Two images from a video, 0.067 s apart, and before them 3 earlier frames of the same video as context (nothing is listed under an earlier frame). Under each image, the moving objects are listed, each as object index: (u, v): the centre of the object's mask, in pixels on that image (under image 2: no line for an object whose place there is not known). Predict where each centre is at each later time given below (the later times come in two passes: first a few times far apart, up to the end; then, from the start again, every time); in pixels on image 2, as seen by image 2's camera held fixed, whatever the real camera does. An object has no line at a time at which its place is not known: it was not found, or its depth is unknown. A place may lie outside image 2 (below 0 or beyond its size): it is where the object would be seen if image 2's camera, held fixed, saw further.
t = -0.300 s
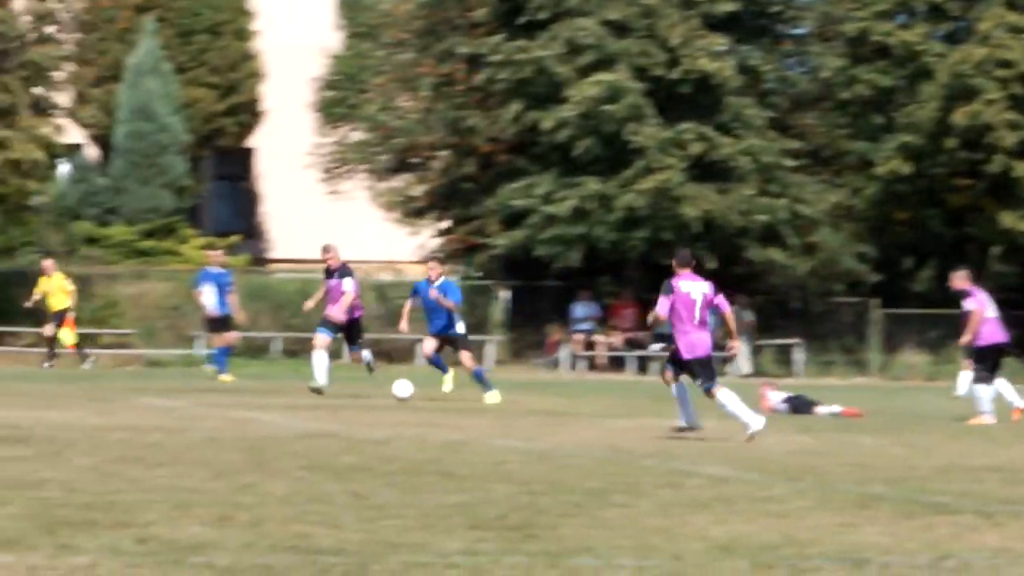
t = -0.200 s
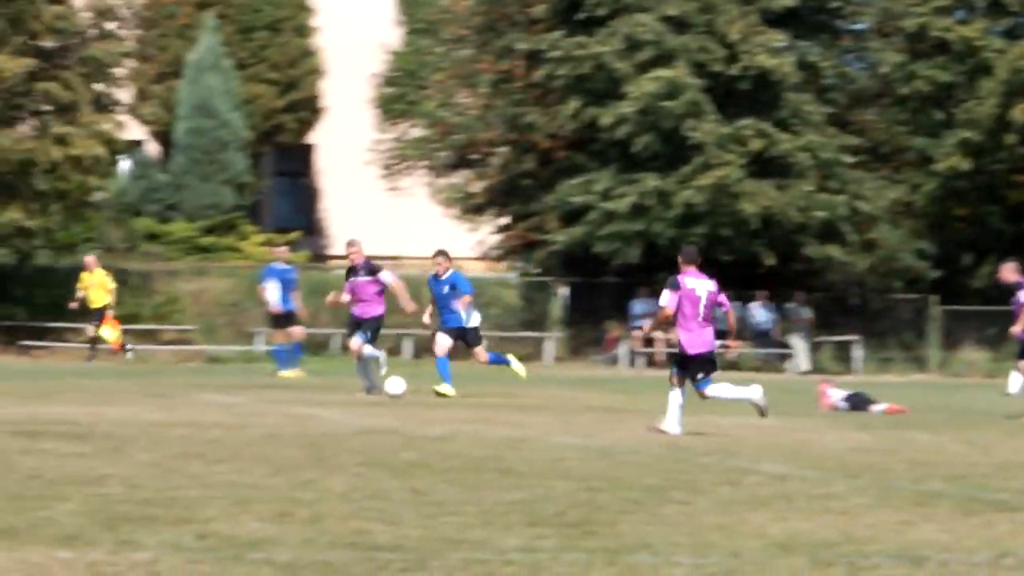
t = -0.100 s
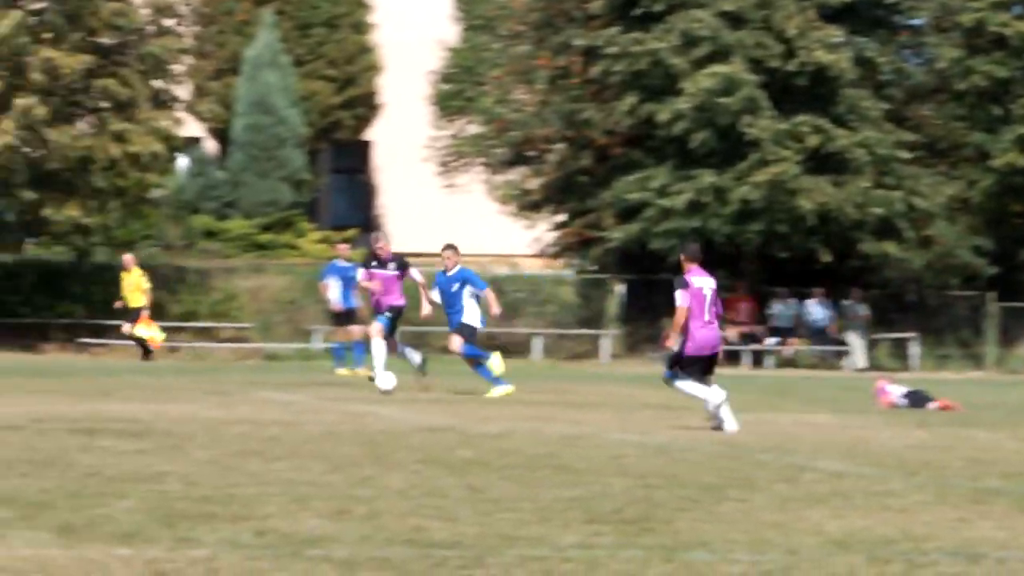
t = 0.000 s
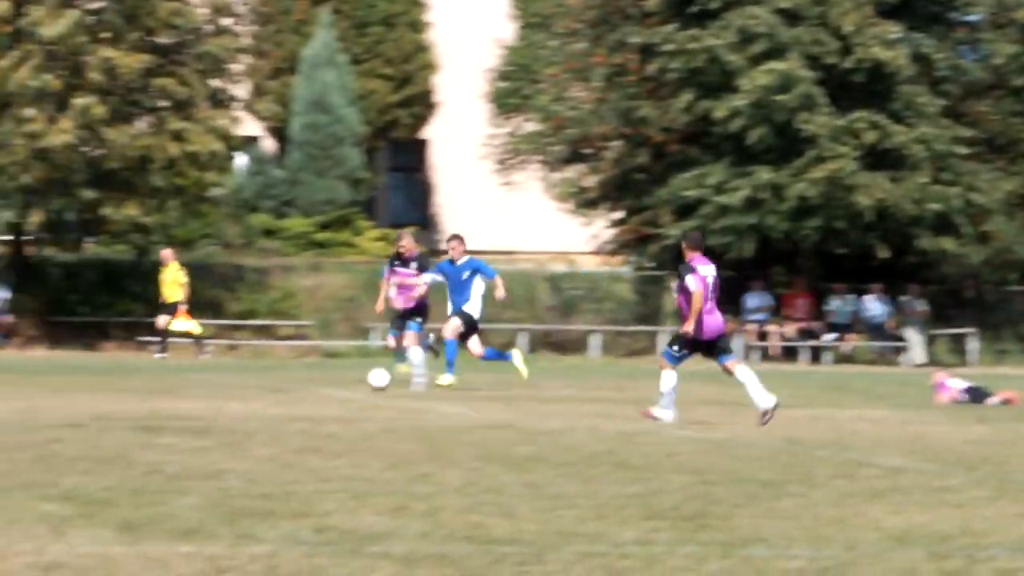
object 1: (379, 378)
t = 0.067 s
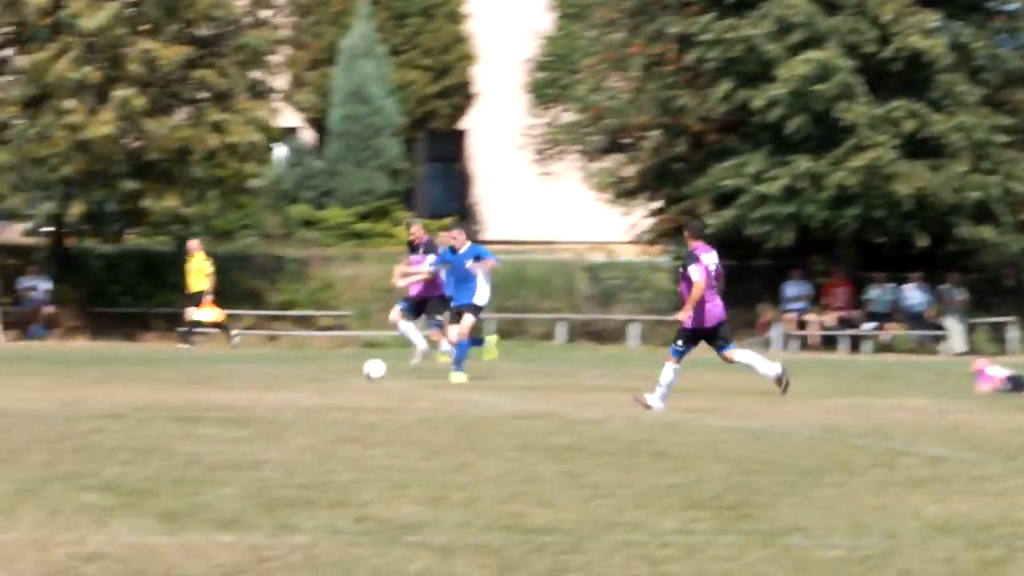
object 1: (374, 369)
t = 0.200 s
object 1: (287, 370)
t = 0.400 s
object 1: (162, 369)
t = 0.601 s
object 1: (32, 368)
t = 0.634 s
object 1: (10, 368)
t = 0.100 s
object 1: (352, 370)
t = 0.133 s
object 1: (331, 369)
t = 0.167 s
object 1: (309, 370)
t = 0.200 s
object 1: (287, 370)
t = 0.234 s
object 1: (271, 371)
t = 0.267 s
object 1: (251, 370)
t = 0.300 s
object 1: (228, 369)
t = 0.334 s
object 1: (206, 370)
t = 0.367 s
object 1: (185, 369)
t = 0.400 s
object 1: (162, 369)
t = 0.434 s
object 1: (140, 370)
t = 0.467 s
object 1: (117, 369)
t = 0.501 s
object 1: (96, 370)
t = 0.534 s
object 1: (78, 370)
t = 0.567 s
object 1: (54, 370)
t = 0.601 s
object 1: (32, 368)
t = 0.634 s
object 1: (10, 368)
